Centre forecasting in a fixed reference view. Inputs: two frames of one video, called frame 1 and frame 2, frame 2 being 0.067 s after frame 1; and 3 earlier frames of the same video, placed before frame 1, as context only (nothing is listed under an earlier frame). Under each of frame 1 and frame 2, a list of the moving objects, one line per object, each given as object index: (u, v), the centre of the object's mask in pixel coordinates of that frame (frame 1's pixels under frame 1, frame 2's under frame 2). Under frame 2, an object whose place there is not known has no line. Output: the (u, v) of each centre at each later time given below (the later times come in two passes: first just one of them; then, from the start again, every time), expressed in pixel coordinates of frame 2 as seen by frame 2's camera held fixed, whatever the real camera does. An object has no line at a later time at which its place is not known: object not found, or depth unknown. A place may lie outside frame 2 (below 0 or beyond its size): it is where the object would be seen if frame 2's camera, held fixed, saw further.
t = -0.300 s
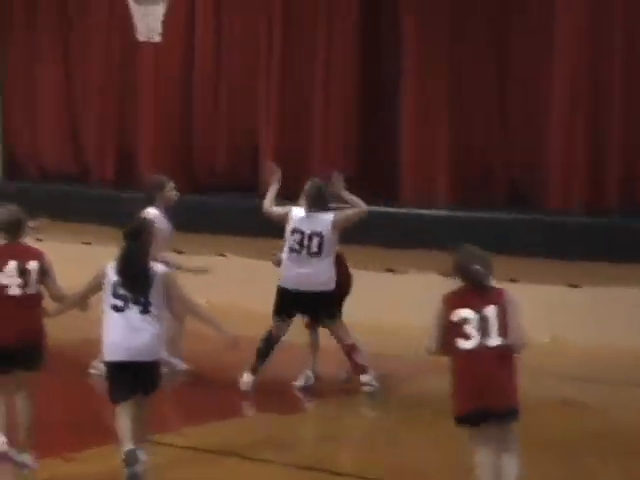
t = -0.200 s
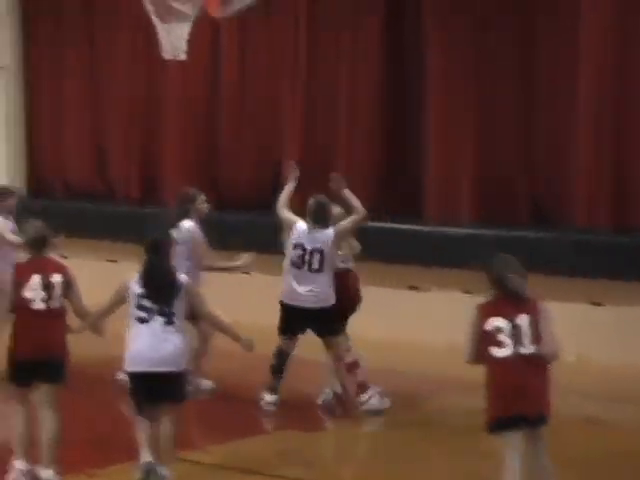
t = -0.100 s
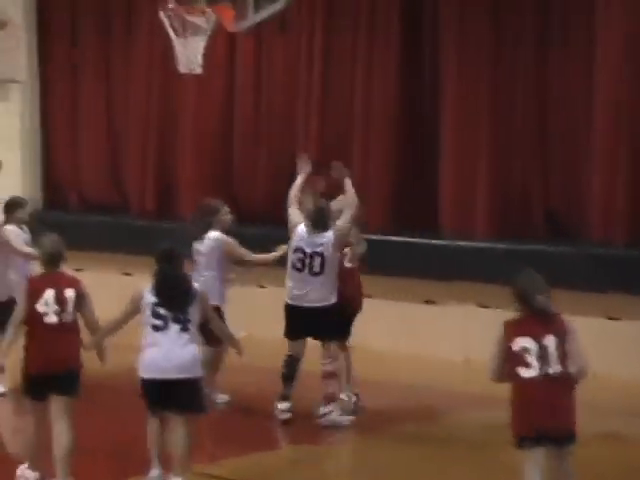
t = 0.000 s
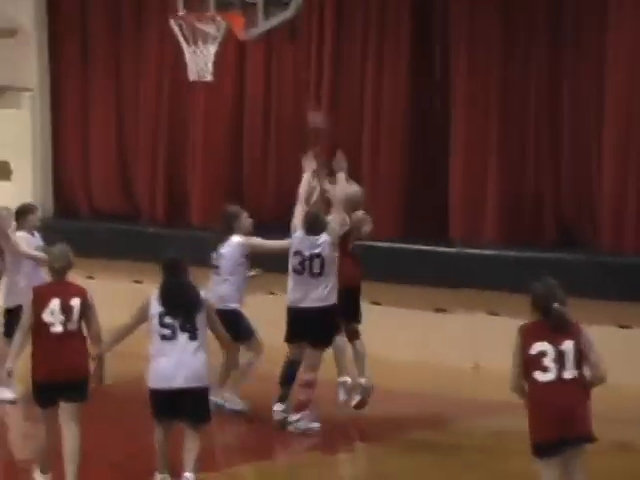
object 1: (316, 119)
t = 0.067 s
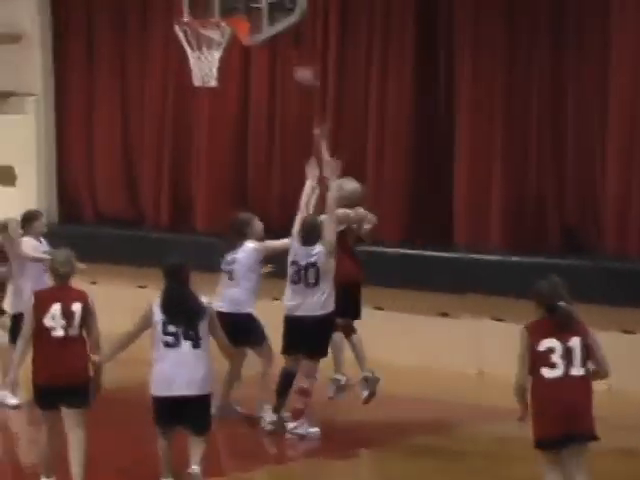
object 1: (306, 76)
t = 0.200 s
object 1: (276, 1)
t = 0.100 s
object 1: (297, 53)
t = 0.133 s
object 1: (292, 33)
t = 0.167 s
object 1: (283, 18)
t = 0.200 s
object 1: (276, 1)
